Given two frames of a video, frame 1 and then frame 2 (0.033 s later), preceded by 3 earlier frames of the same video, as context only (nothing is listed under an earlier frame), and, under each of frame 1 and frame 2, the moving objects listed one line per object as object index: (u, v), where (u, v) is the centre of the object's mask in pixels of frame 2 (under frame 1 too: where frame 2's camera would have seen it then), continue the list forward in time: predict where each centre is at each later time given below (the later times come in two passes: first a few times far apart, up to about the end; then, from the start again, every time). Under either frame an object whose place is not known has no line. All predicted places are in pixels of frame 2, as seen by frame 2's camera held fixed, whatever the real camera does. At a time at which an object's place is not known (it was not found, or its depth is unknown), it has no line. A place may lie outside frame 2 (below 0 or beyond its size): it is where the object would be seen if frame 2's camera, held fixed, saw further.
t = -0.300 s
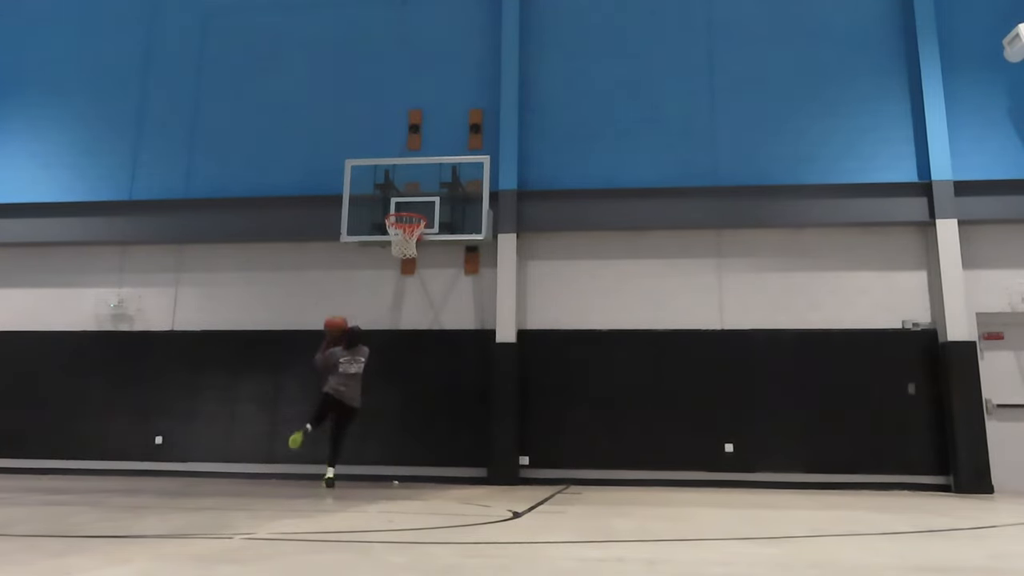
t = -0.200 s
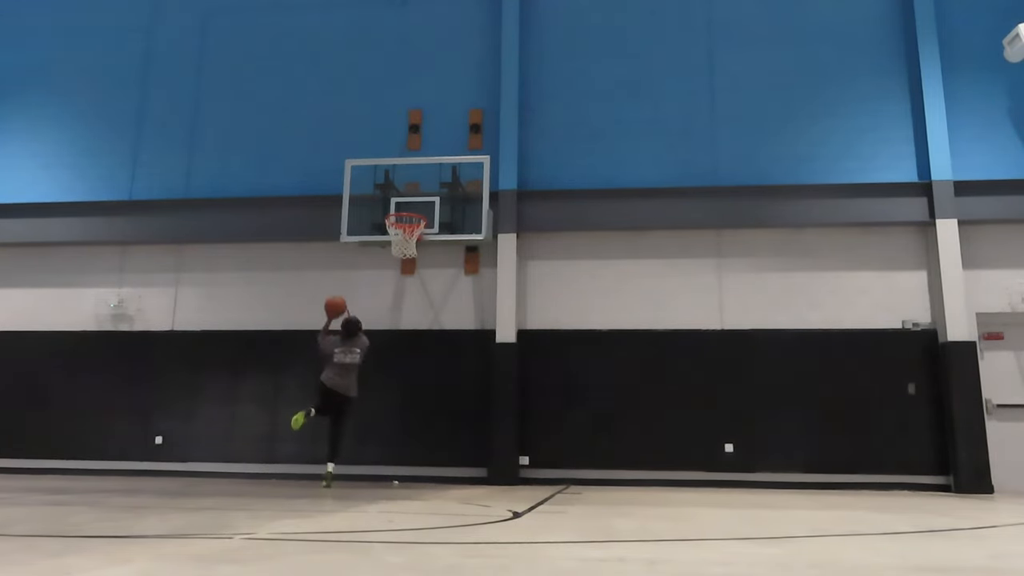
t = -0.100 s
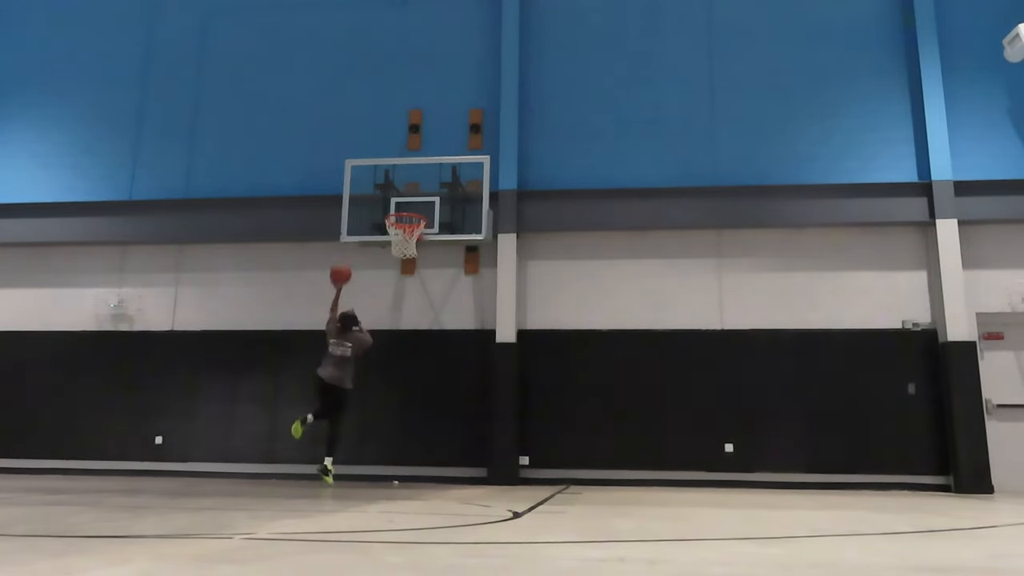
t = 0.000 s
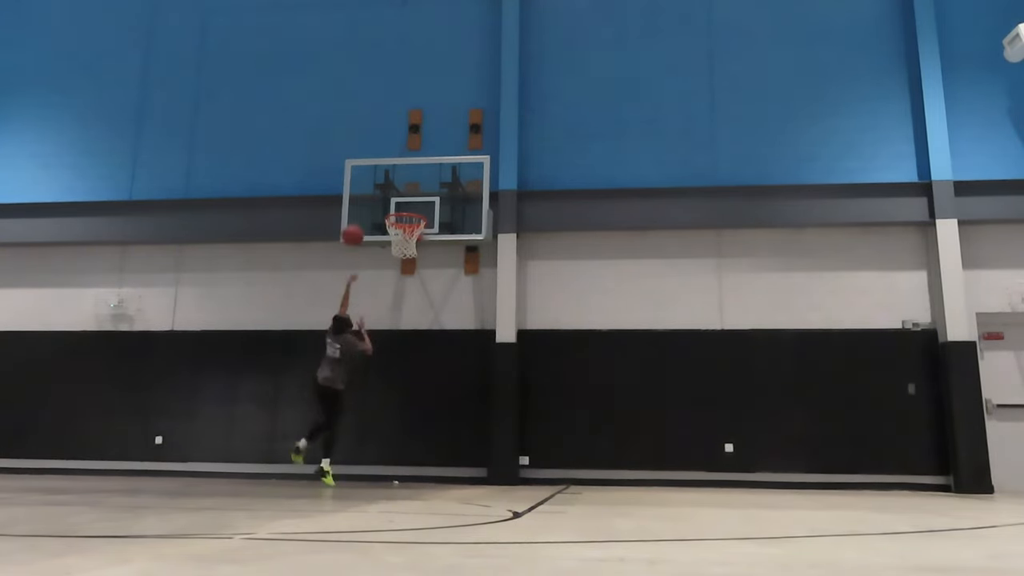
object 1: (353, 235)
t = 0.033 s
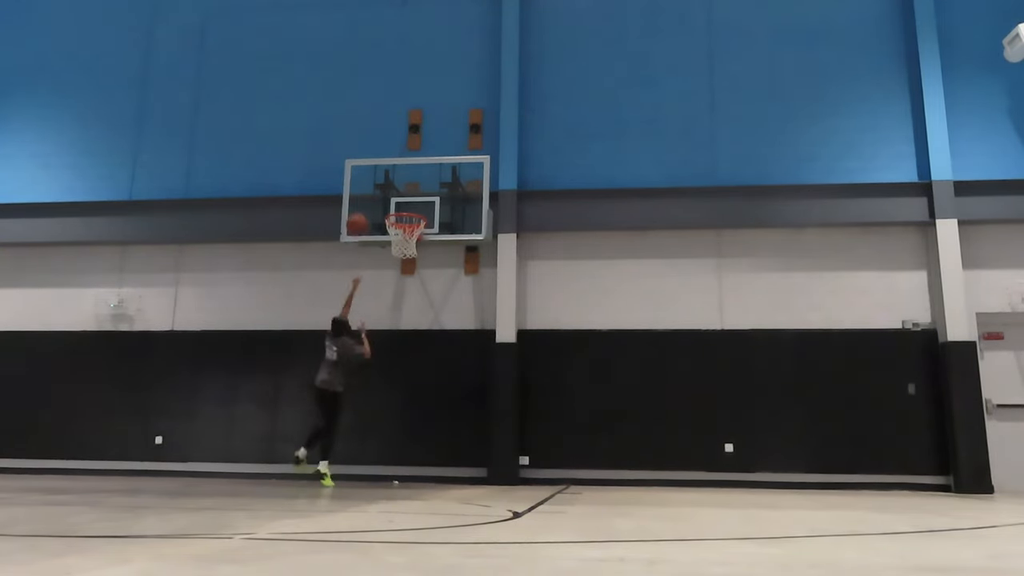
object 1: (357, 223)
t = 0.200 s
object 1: (376, 186)
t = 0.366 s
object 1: (392, 173)
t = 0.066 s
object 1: (361, 213)
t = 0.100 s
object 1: (366, 205)
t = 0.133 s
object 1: (369, 198)
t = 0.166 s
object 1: (373, 192)
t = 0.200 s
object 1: (376, 186)
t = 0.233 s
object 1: (379, 181)
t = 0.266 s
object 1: (383, 178)
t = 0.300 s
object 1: (386, 175)
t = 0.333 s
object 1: (390, 173)
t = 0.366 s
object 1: (392, 173)
